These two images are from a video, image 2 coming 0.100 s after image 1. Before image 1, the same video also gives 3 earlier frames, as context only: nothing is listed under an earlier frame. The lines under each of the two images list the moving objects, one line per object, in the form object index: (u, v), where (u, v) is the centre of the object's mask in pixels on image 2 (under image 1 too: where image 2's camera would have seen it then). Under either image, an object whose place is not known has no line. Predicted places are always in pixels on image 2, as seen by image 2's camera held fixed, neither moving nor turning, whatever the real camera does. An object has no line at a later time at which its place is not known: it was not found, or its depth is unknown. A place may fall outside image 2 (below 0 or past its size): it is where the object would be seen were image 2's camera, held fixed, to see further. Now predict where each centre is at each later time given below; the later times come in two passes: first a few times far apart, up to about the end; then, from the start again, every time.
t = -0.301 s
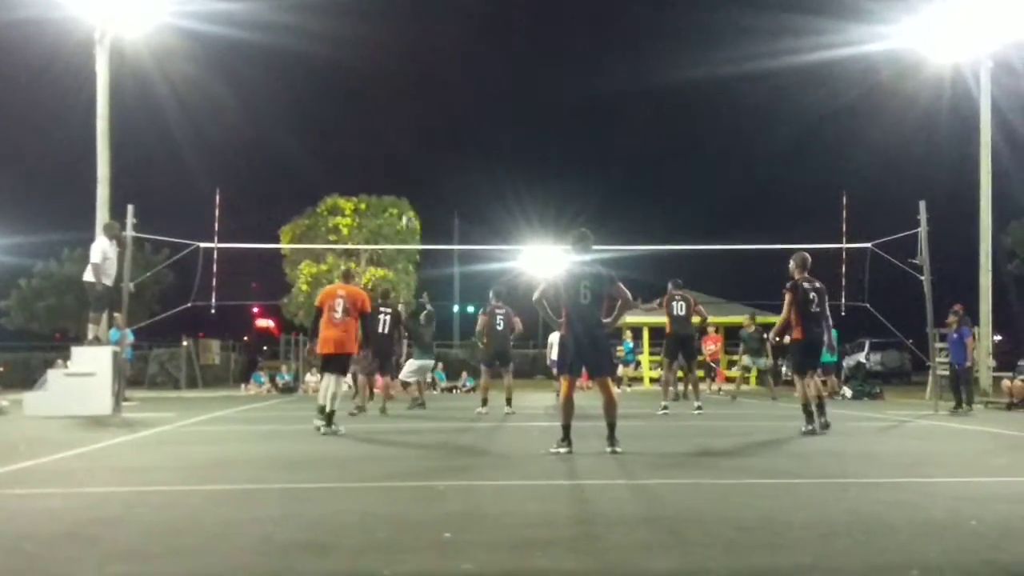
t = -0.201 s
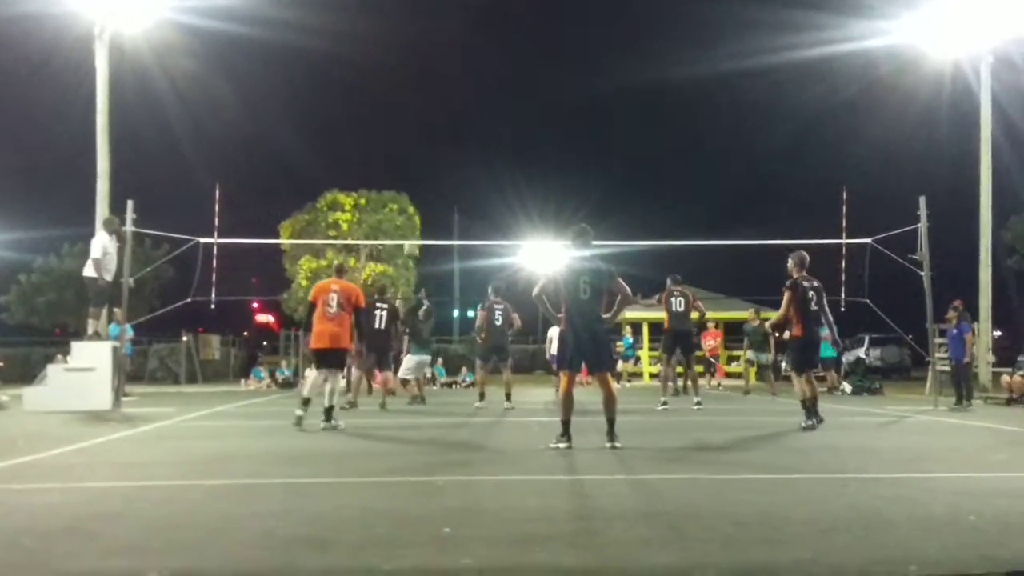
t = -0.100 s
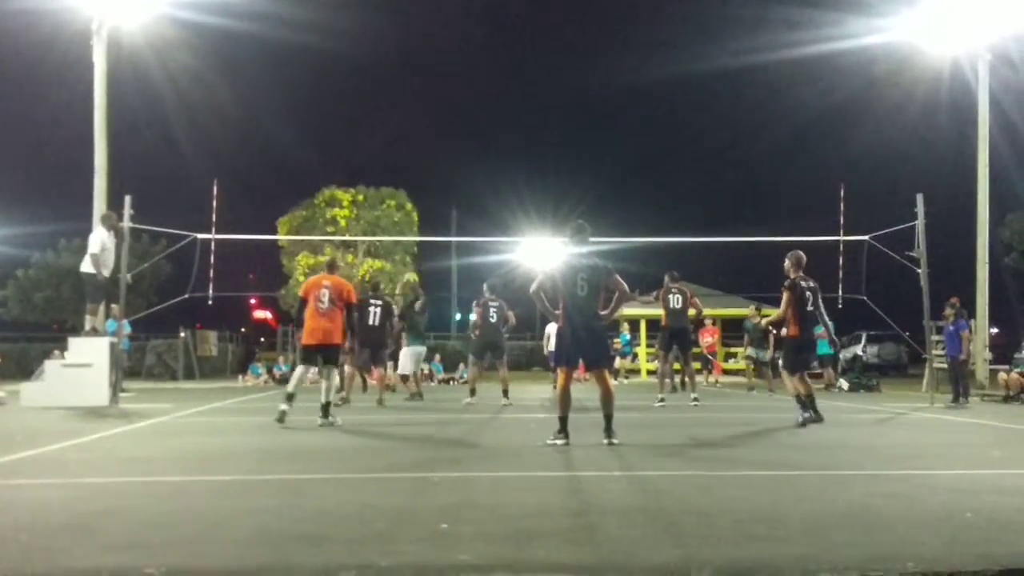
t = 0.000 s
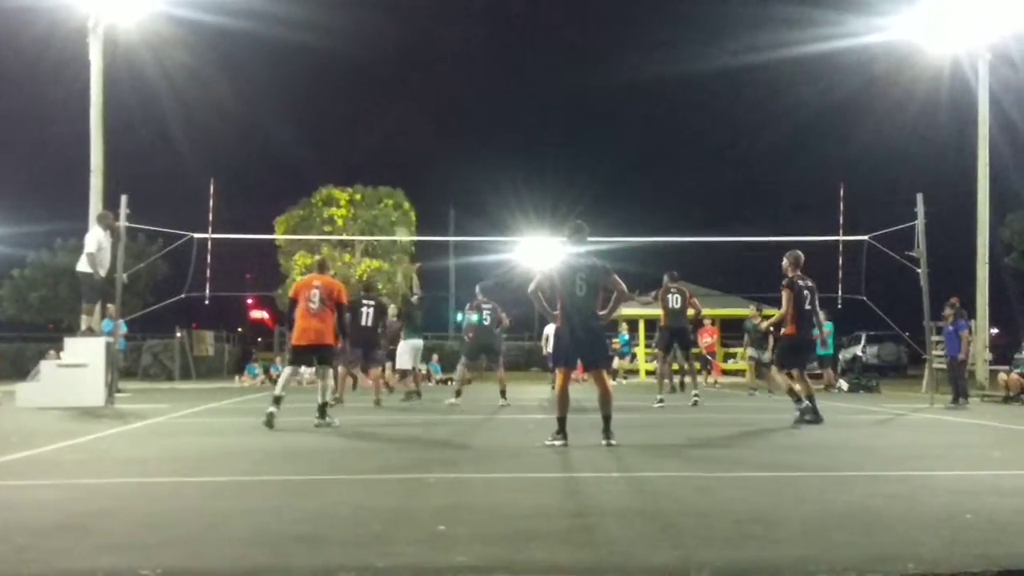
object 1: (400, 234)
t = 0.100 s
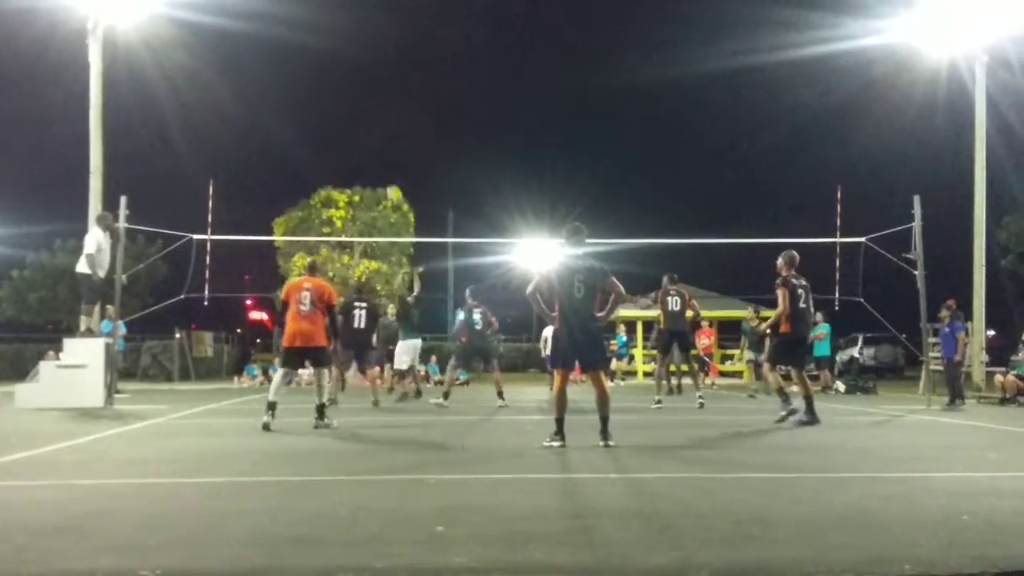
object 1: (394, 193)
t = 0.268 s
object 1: (385, 138)
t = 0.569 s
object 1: (371, 82)
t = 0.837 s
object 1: (360, 78)
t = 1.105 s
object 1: (349, 119)
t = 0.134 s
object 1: (392, 182)
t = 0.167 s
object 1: (390, 170)
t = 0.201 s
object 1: (388, 159)
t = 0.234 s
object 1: (387, 148)
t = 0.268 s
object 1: (385, 138)
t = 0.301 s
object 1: (384, 129)
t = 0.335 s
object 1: (382, 121)
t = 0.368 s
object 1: (380, 113)
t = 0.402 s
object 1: (379, 106)
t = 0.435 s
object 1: (377, 100)
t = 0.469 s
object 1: (376, 95)
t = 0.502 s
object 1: (374, 90)
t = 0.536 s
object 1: (373, 85)
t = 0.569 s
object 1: (371, 82)
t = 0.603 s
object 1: (370, 79)
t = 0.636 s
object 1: (369, 76)
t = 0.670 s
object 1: (367, 75)
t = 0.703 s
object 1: (366, 74)
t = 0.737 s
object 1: (364, 74)
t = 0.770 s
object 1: (363, 75)
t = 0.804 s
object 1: (361, 76)
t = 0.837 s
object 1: (360, 78)
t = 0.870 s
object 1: (358, 81)
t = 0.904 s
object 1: (357, 84)
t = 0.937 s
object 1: (355, 88)
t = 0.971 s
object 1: (354, 93)
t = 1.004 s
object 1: (353, 98)
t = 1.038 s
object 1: (351, 105)
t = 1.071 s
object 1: (350, 111)
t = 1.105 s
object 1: (349, 119)
